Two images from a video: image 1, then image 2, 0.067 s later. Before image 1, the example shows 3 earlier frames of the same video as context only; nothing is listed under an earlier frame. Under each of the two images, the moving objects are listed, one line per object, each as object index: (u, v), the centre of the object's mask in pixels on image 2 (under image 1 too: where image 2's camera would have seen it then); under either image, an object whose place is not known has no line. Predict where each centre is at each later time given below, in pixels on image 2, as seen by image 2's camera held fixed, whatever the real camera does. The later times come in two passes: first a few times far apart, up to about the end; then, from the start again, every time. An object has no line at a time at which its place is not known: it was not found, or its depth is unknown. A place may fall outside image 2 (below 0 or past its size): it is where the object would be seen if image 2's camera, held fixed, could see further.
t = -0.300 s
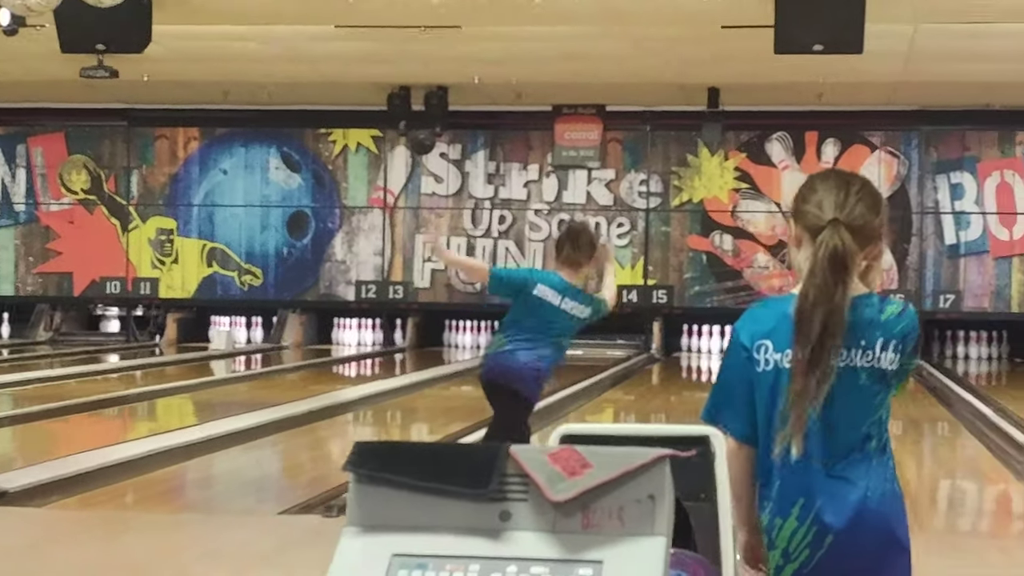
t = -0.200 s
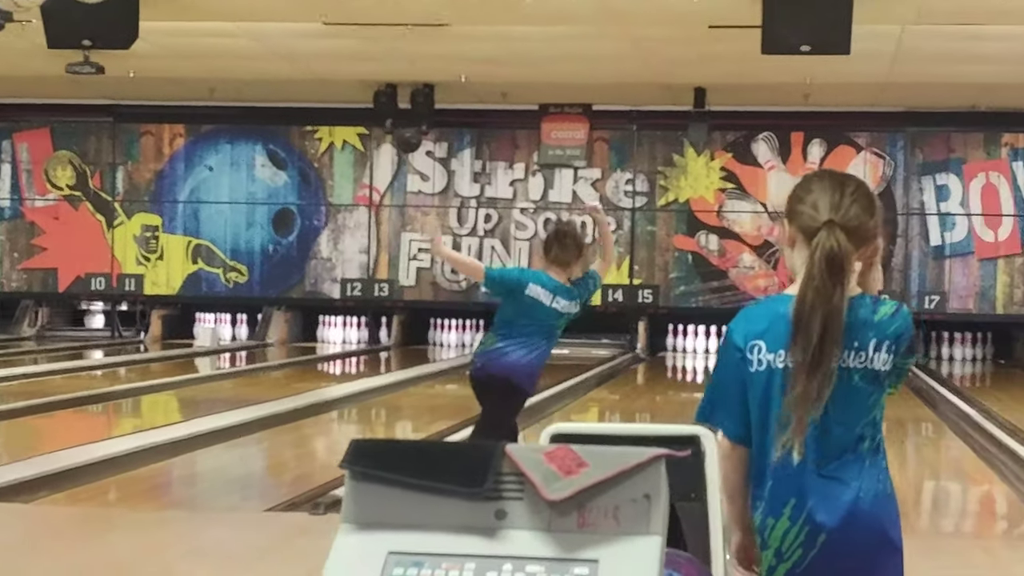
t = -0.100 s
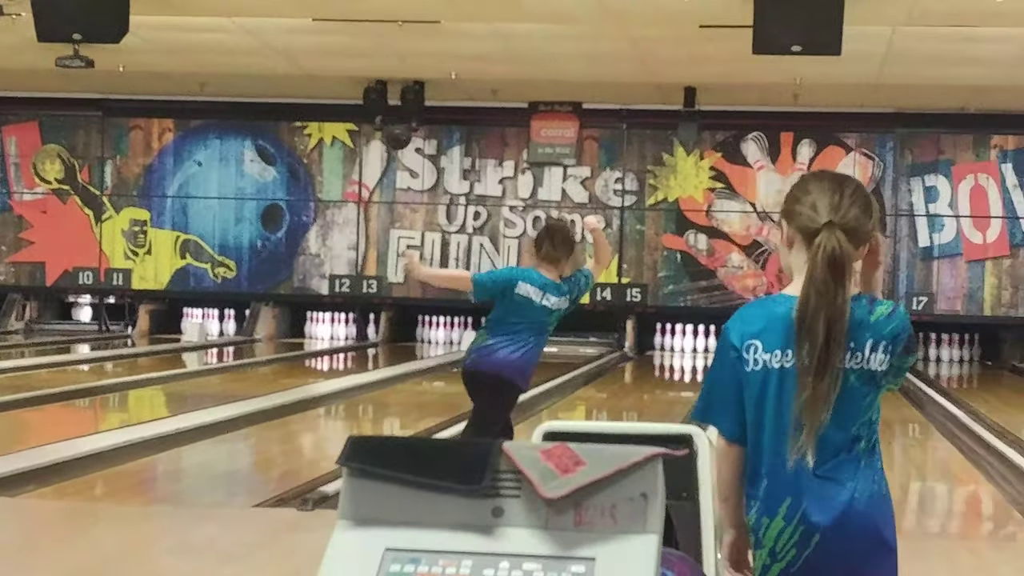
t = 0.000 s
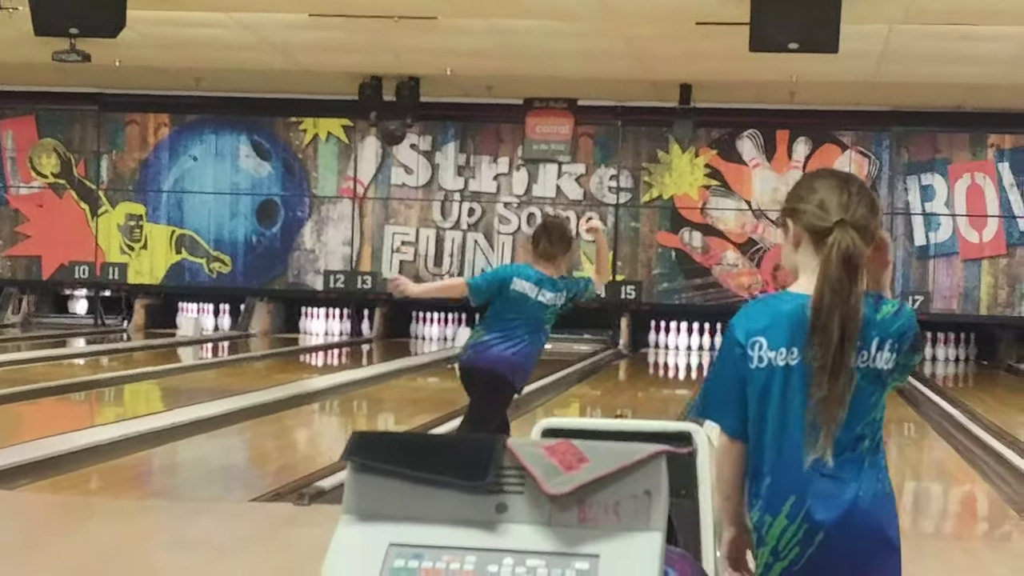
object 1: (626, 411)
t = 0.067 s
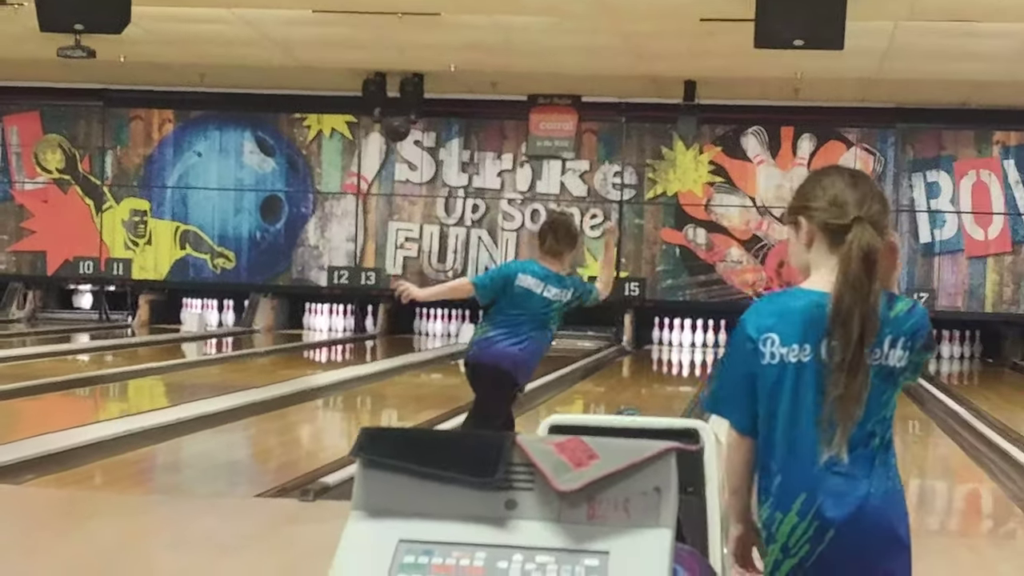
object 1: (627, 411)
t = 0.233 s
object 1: (646, 406)
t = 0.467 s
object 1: (661, 395)
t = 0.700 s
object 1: (672, 381)
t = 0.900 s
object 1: (678, 373)
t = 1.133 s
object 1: (684, 364)
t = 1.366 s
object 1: (688, 356)
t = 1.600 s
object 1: (692, 351)
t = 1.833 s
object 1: (693, 347)
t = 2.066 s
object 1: (692, 342)
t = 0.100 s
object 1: (632, 411)
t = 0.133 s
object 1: (636, 409)
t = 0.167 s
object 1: (640, 409)
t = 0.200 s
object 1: (642, 407)
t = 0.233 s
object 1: (646, 406)
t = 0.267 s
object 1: (648, 404)
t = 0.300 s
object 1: (650, 403)
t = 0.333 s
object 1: (651, 402)
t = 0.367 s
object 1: (654, 400)
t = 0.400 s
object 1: (657, 398)
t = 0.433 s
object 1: (659, 397)
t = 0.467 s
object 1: (661, 395)
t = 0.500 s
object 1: (663, 392)
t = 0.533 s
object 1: (665, 390)
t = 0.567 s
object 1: (666, 388)
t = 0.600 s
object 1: (668, 386)
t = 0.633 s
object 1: (669, 385)
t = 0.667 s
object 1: (671, 382)
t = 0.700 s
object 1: (672, 381)
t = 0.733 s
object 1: (673, 379)
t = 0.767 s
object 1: (674, 378)
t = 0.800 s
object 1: (675, 377)
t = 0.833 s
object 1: (676, 375)
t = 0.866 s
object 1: (678, 374)
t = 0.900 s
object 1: (678, 373)
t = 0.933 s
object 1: (679, 371)
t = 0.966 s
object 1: (680, 369)
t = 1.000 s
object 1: (681, 368)
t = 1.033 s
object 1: (682, 367)
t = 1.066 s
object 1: (682, 366)
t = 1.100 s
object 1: (683, 365)
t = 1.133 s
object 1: (684, 364)
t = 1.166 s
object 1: (684, 363)
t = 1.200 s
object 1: (685, 362)
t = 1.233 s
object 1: (686, 361)
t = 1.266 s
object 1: (686, 359)
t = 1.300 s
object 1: (687, 358)
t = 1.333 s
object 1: (687, 357)
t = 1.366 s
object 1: (688, 356)
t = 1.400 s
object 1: (690, 356)
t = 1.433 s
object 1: (691, 355)
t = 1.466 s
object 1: (691, 354)
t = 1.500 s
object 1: (690, 353)
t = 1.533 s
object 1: (691, 353)
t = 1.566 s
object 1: (692, 352)
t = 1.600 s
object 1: (692, 351)
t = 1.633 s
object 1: (692, 350)
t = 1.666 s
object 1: (692, 350)
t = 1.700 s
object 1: (693, 349)
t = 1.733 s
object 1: (693, 348)
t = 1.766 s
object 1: (693, 348)
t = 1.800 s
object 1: (693, 347)
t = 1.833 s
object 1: (693, 347)
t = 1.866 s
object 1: (693, 346)
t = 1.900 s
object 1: (693, 345)
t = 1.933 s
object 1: (693, 345)
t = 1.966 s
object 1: (693, 344)
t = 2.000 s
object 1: (693, 344)
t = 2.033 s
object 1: (692, 343)
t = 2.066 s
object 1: (692, 342)
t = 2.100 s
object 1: (692, 341)
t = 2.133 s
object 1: (691, 341)
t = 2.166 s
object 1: (691, 341)
